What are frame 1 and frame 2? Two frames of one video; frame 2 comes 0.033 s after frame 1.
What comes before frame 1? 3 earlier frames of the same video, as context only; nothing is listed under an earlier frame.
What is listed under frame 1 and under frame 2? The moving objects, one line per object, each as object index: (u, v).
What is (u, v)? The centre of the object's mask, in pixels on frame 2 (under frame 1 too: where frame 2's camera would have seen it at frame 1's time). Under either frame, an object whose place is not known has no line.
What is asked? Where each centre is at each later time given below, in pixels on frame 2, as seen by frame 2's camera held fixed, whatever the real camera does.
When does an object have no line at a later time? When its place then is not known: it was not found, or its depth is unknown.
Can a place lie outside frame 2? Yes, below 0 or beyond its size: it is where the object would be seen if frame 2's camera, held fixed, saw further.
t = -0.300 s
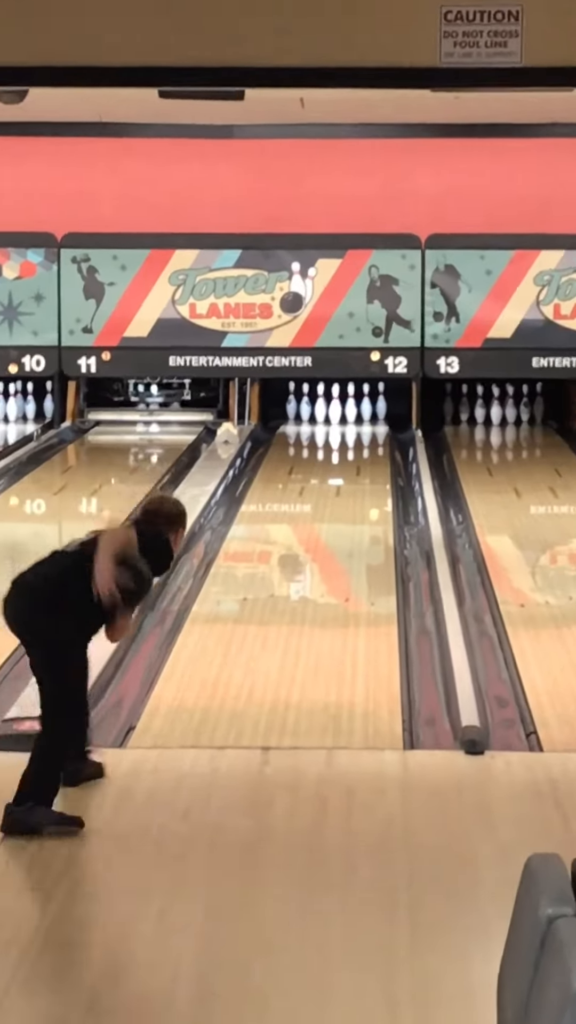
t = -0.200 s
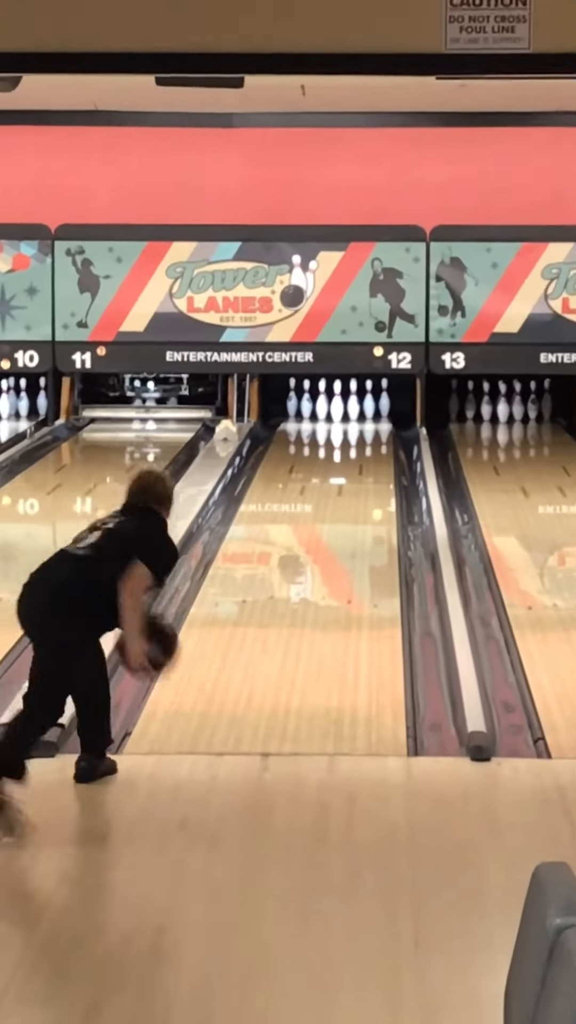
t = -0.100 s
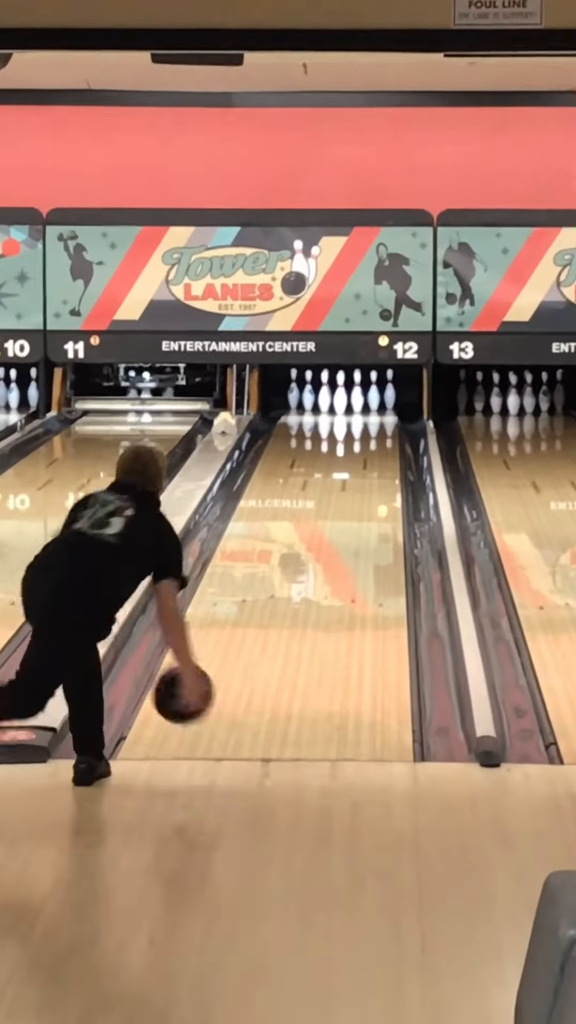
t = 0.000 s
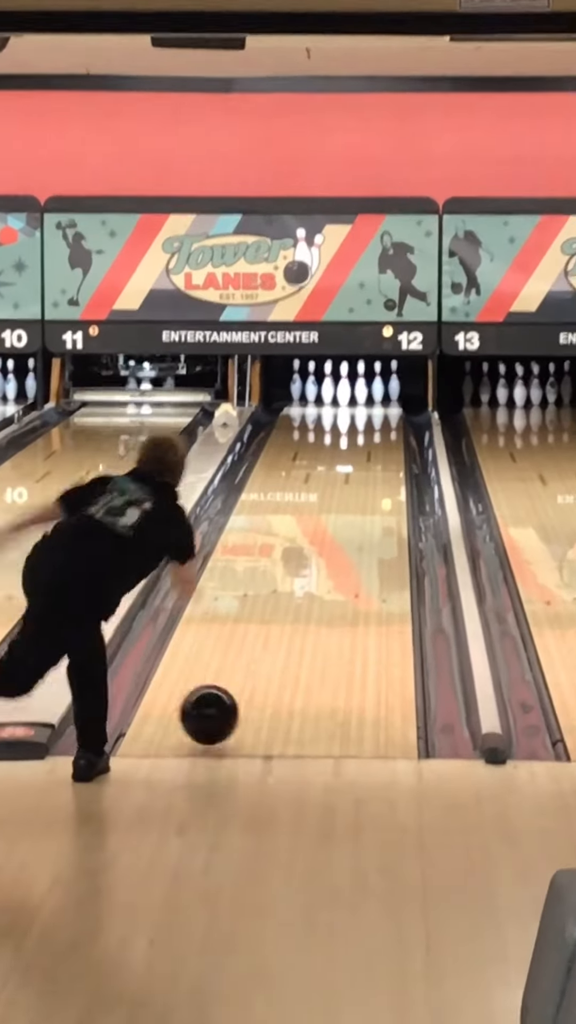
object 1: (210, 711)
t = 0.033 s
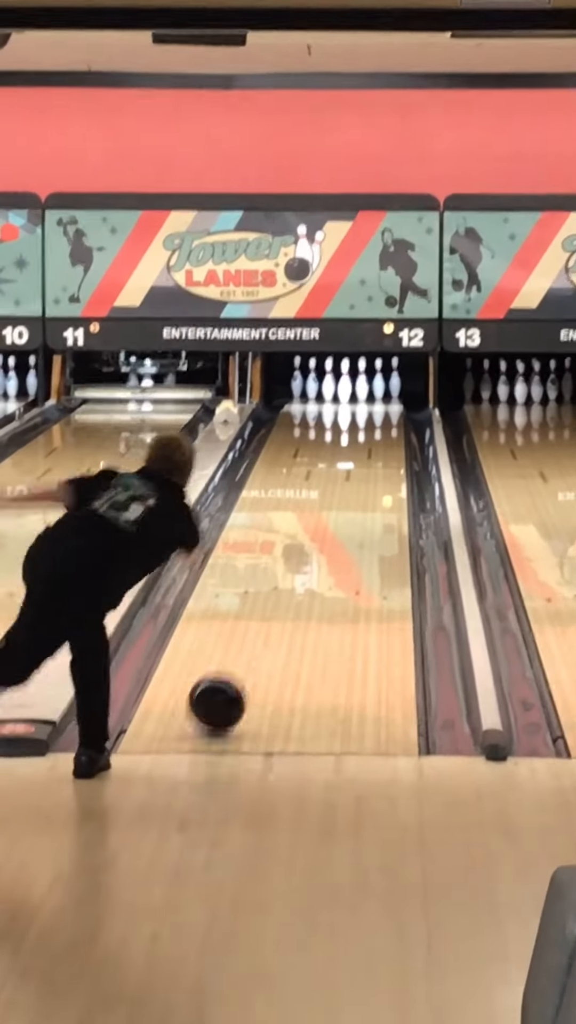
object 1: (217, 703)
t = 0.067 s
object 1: (223, 693)
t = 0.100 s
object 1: (229, 686)
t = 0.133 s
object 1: (235, 680)
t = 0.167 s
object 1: (241, 672)
